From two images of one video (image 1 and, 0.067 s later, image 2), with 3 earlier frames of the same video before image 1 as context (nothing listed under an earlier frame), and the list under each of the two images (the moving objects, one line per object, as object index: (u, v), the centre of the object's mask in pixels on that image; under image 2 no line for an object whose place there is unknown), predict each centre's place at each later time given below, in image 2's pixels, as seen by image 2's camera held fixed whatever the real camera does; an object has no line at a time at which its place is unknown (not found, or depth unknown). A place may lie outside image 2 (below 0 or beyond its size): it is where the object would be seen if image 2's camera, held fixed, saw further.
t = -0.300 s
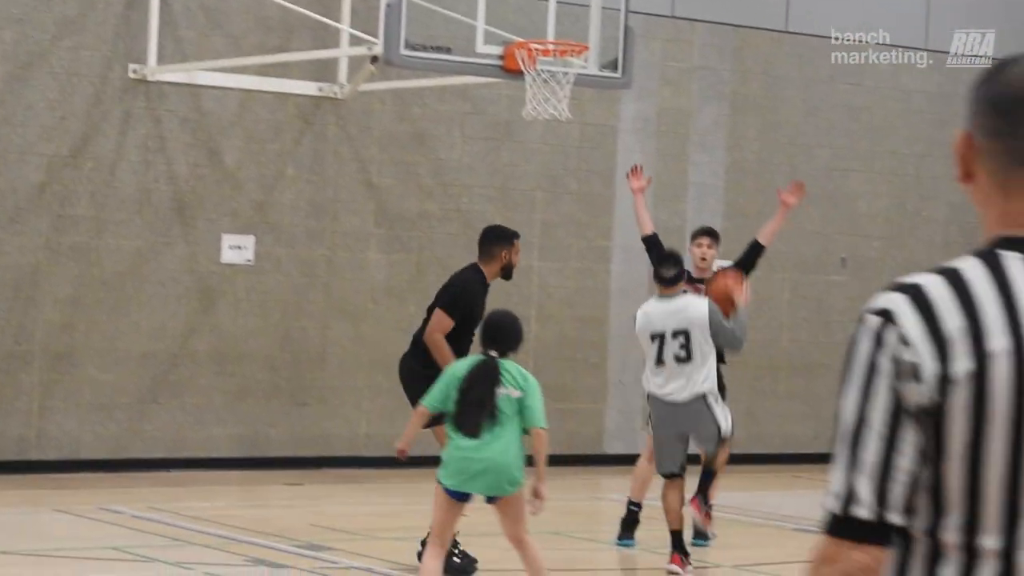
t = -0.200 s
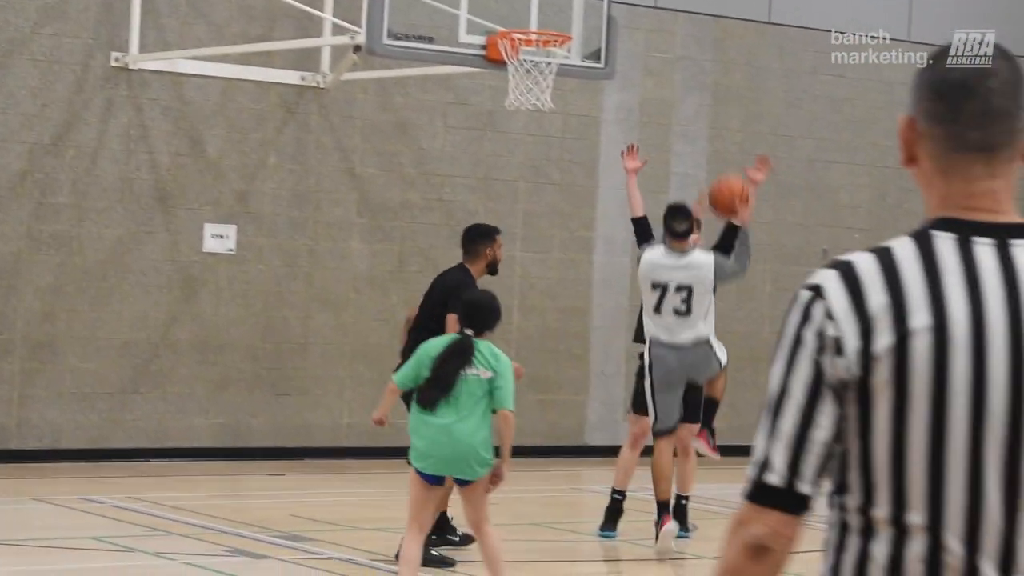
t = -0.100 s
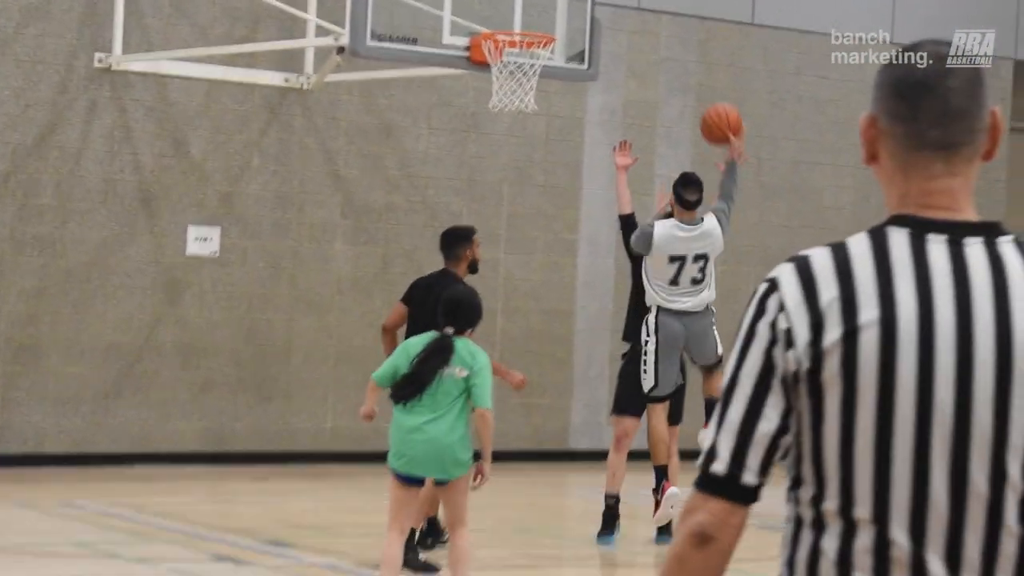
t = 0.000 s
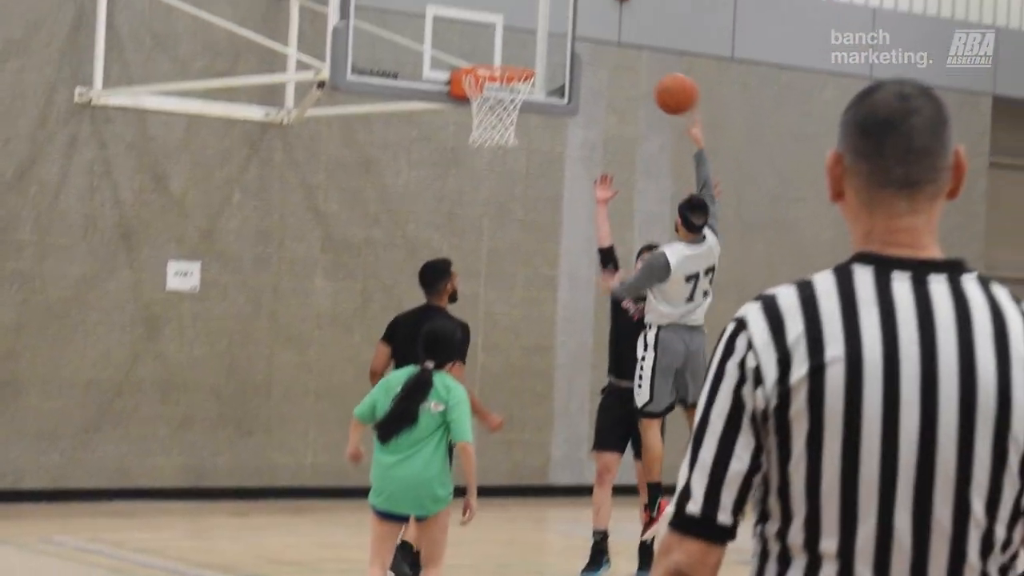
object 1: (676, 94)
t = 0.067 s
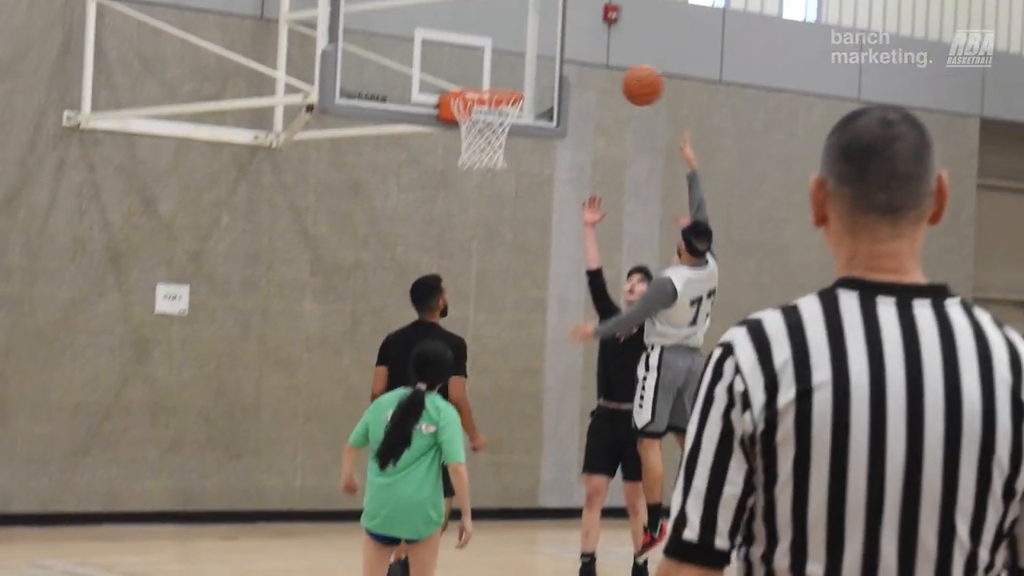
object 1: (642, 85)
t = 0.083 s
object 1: (637, 79)
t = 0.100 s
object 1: (632, 72)
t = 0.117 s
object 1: (627, 66)
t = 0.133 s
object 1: (622, 61)
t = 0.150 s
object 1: (616, 57)
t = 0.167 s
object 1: (611, 52)
